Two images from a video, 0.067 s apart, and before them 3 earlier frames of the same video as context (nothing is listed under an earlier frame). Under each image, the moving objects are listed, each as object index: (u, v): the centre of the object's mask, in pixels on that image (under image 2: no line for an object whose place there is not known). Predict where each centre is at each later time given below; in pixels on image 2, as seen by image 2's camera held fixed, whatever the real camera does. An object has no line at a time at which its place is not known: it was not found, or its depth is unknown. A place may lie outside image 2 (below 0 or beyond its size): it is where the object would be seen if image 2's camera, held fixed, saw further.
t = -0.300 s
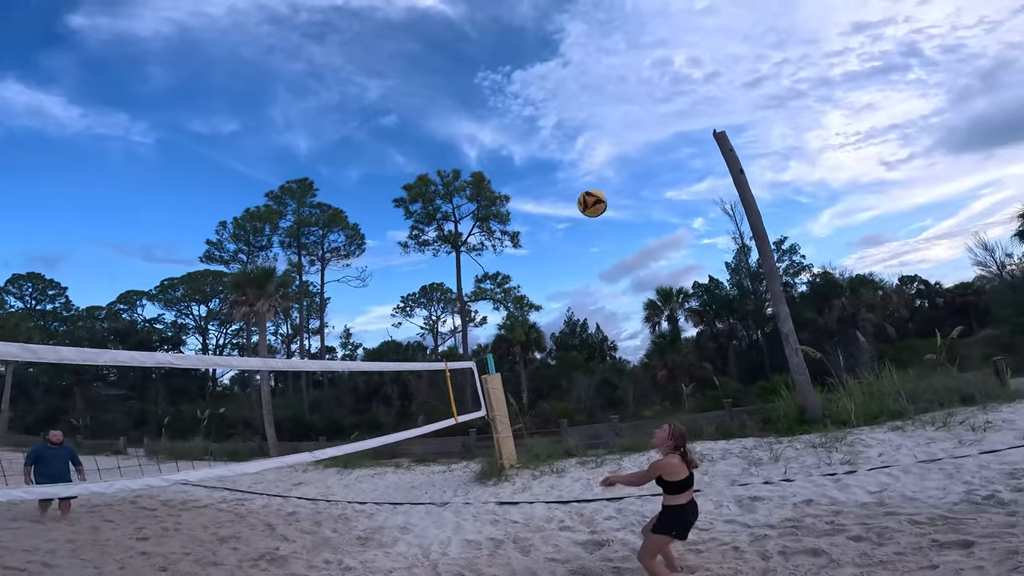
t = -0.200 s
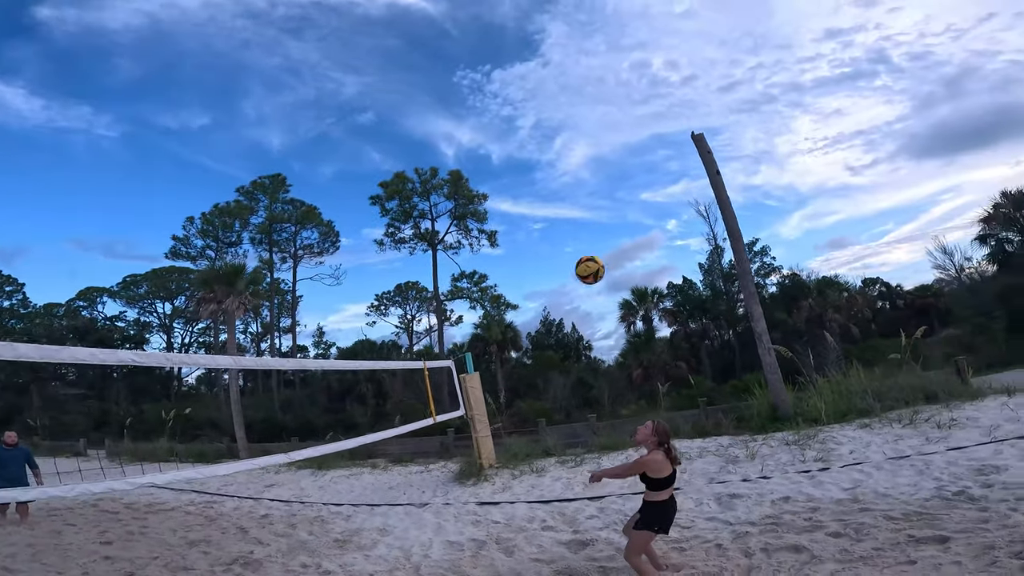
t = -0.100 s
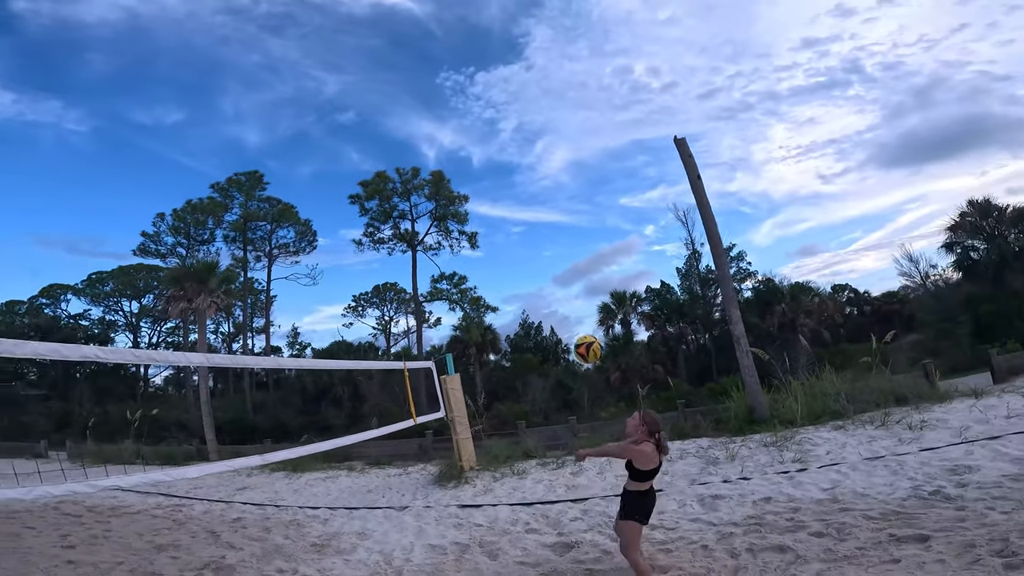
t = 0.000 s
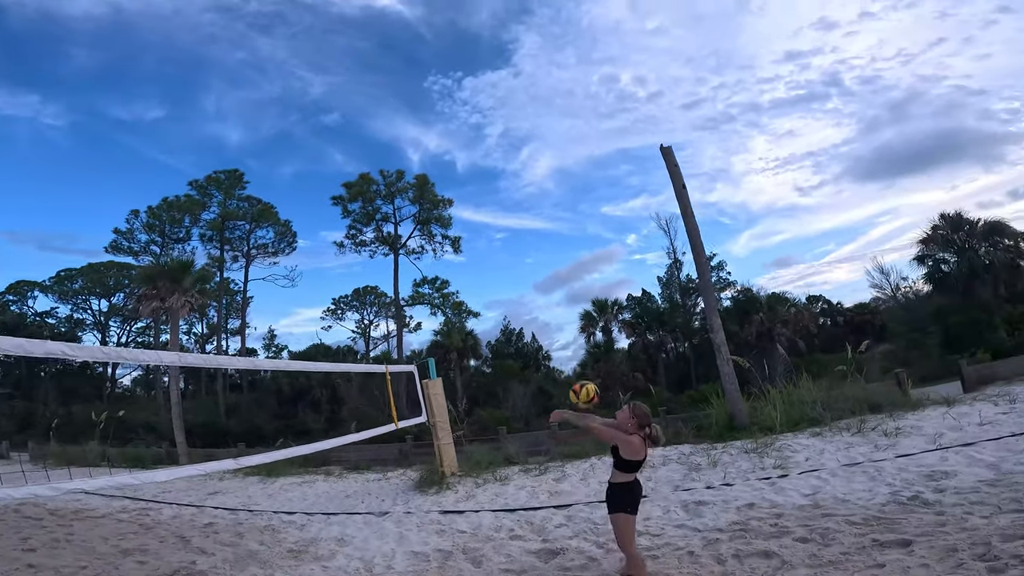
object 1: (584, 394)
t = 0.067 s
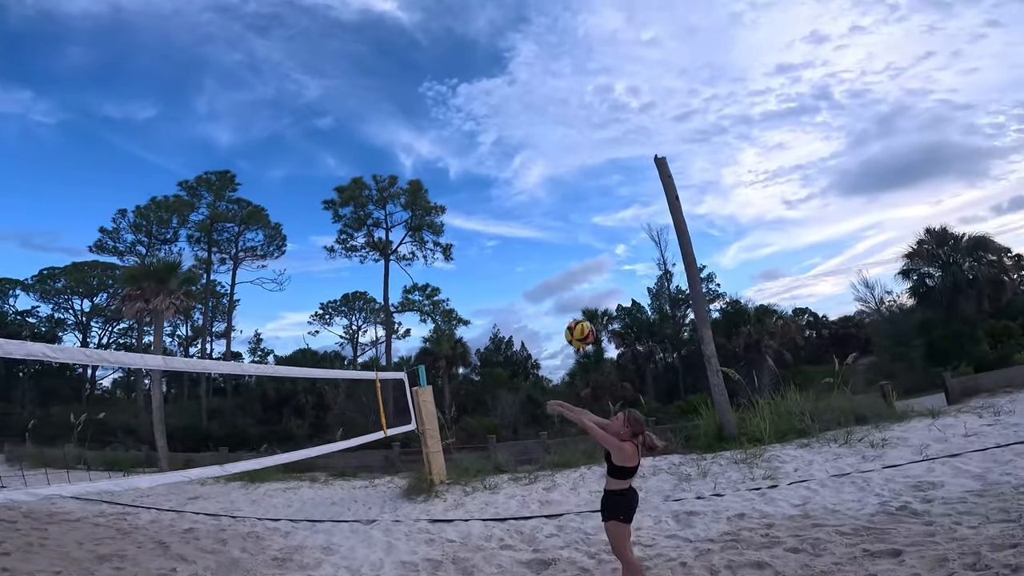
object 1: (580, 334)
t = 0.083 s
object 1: (582, 317)
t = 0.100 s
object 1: (583, 300)
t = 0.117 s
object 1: (584, 284)
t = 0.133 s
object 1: (586, 267)
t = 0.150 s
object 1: (587, 252)
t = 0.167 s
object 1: (589, 236)
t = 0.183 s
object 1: (592, 221)
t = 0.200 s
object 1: (594, 206)
